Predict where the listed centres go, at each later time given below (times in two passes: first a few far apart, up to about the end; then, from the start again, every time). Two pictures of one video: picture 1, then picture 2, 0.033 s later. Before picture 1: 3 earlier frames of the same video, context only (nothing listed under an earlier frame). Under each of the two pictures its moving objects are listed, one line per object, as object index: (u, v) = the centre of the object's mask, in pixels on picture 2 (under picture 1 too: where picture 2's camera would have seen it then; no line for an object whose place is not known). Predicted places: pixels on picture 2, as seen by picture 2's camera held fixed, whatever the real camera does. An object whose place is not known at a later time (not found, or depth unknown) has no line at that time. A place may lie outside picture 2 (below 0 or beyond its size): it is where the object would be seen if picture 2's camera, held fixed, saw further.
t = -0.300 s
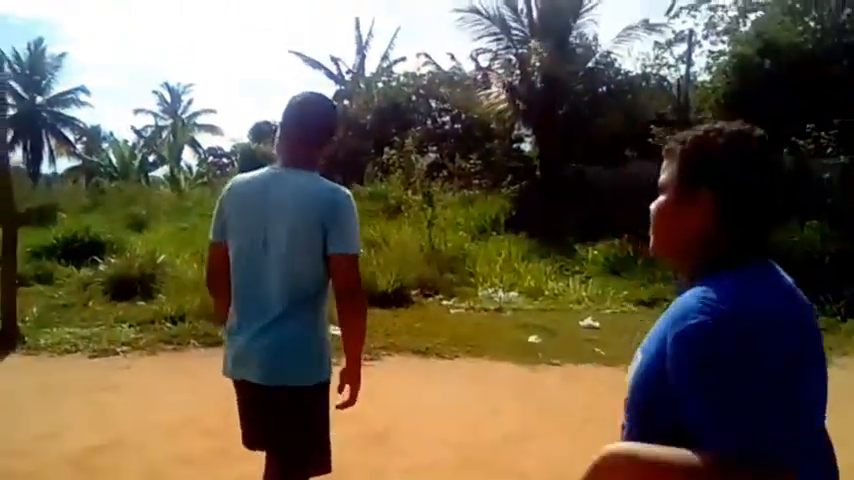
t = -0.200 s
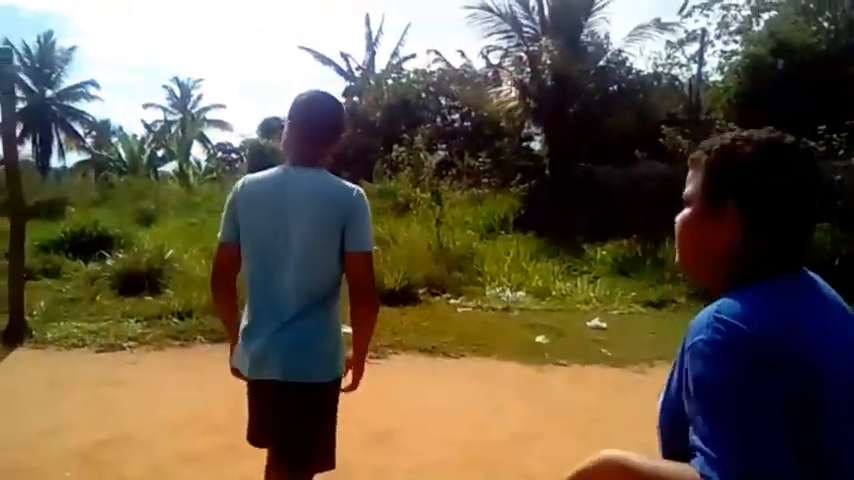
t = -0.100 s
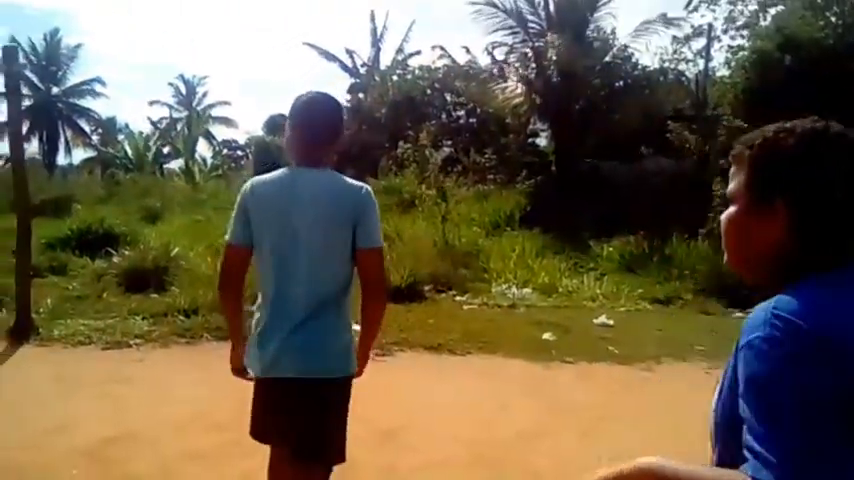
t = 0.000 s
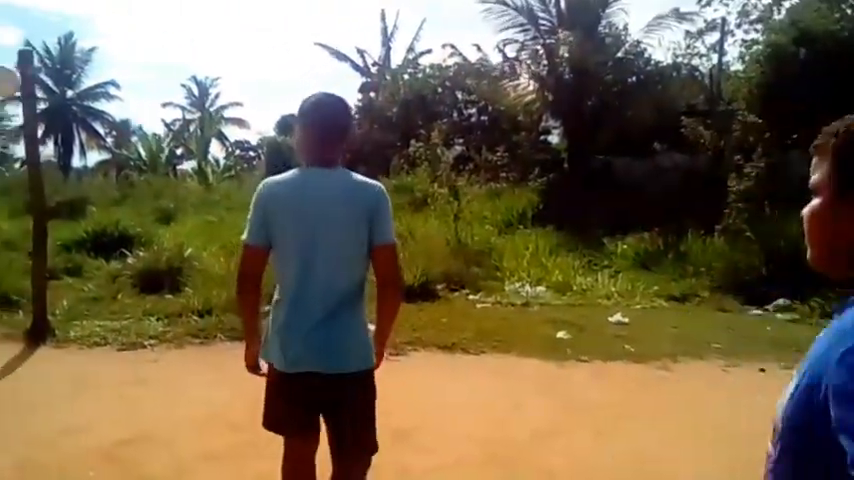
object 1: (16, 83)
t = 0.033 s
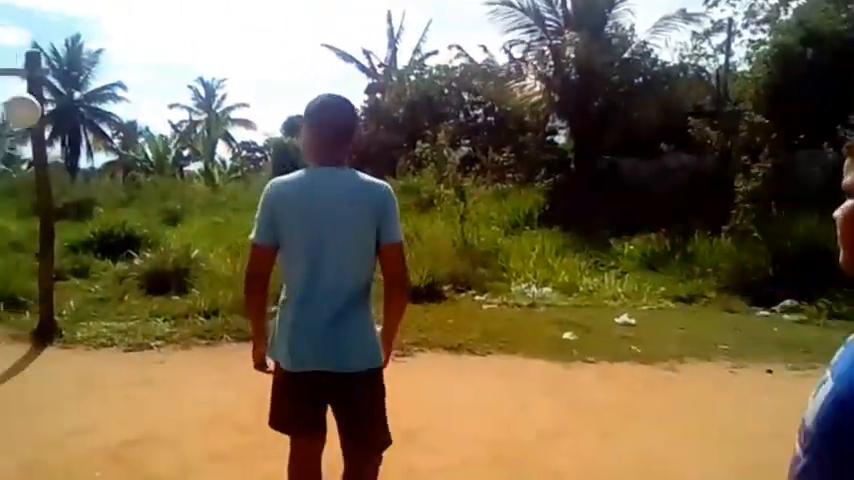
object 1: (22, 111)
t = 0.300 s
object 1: (130, 406)
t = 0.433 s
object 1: (171, 306)
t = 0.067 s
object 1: (33, 142)
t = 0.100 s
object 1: (47, 177)
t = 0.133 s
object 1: (61, 215)
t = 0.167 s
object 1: (74, 256)
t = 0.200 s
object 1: (89, 301)
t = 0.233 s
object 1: (103, 350)
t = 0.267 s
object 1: (120, 404)
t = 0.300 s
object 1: (130, 406)
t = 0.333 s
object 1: (140, 379)
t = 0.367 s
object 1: (149, 354)
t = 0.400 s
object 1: (161, 330)
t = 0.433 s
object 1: (171, 306)
